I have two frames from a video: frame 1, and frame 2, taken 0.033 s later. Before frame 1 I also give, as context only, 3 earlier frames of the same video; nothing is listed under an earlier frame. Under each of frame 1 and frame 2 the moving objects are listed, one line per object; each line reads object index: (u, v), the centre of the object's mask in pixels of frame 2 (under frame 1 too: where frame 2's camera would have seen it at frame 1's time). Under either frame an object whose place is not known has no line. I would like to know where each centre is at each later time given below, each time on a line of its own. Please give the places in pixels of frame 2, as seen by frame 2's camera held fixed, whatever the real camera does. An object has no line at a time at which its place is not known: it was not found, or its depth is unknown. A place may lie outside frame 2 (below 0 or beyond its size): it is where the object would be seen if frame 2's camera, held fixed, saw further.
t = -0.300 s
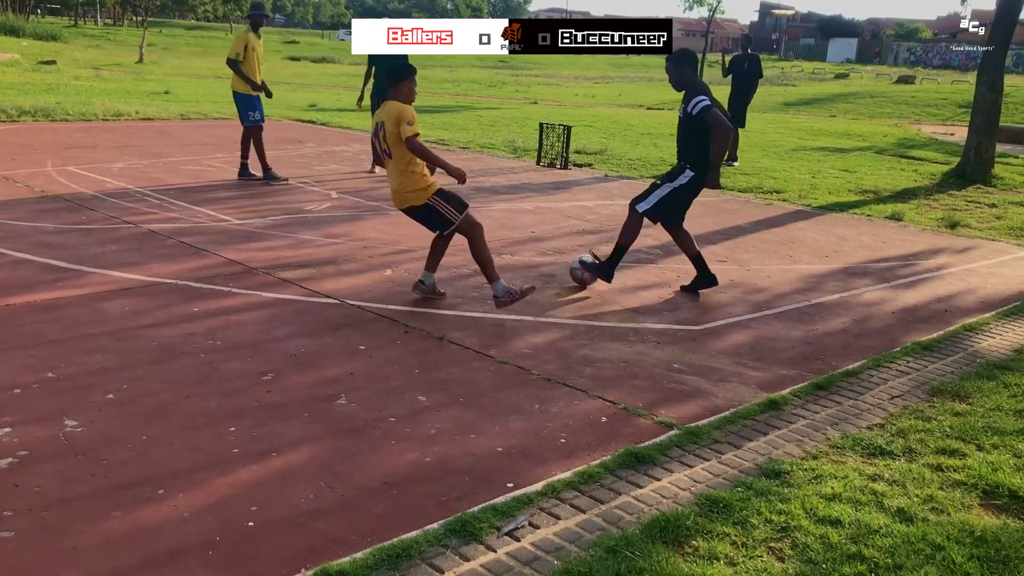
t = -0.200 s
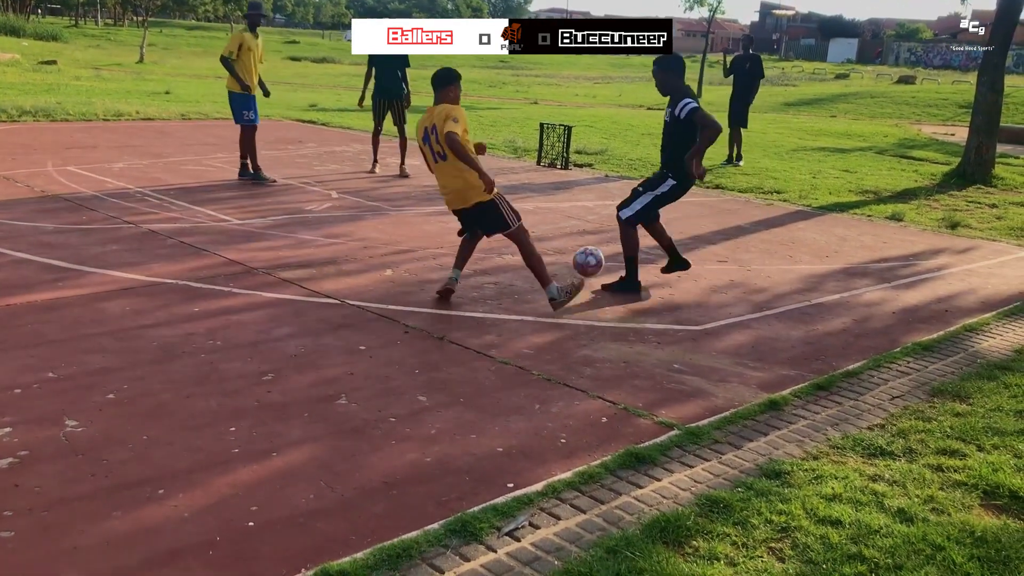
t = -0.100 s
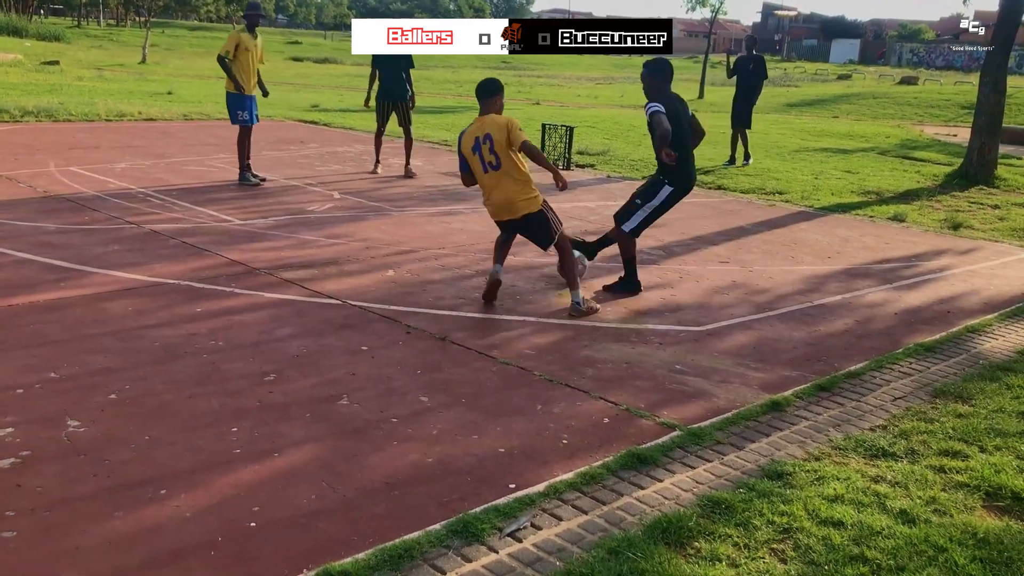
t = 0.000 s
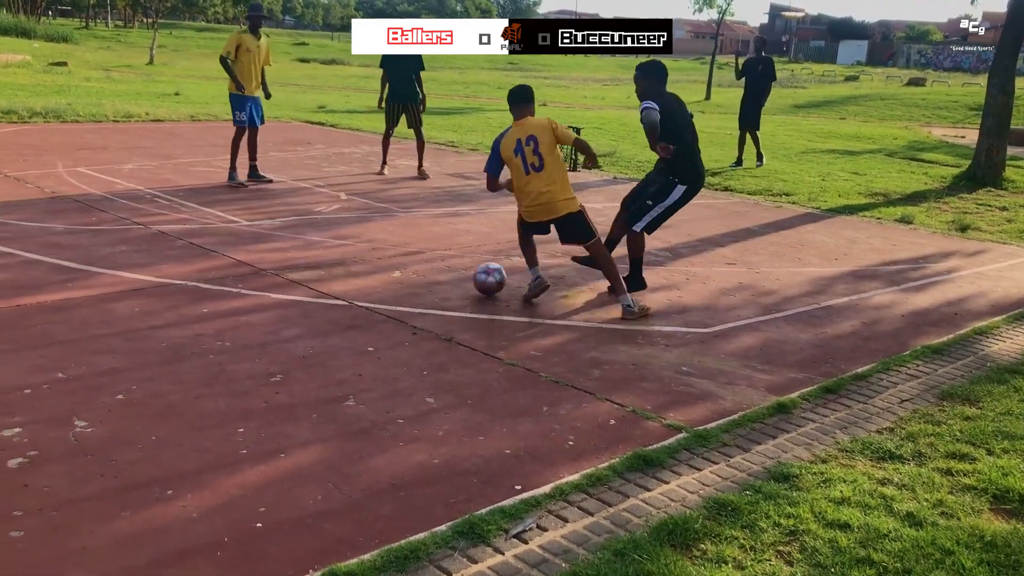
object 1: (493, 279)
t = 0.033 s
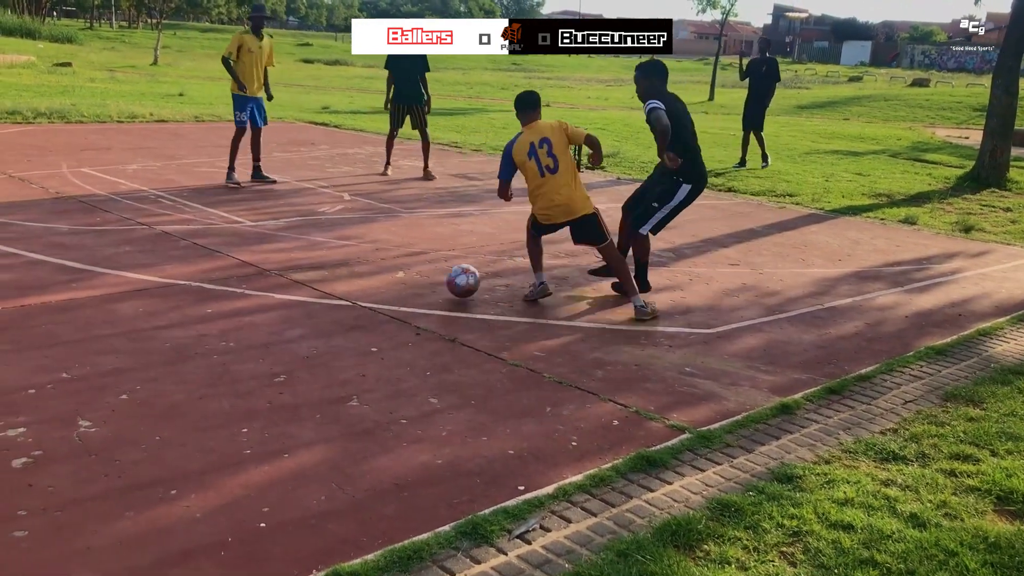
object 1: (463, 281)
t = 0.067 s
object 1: (432, 284)
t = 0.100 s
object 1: (400, 290)
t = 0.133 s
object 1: (367, 292)
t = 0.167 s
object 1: (335, 292)
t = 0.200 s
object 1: (302, 295)
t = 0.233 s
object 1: (267, 299)
